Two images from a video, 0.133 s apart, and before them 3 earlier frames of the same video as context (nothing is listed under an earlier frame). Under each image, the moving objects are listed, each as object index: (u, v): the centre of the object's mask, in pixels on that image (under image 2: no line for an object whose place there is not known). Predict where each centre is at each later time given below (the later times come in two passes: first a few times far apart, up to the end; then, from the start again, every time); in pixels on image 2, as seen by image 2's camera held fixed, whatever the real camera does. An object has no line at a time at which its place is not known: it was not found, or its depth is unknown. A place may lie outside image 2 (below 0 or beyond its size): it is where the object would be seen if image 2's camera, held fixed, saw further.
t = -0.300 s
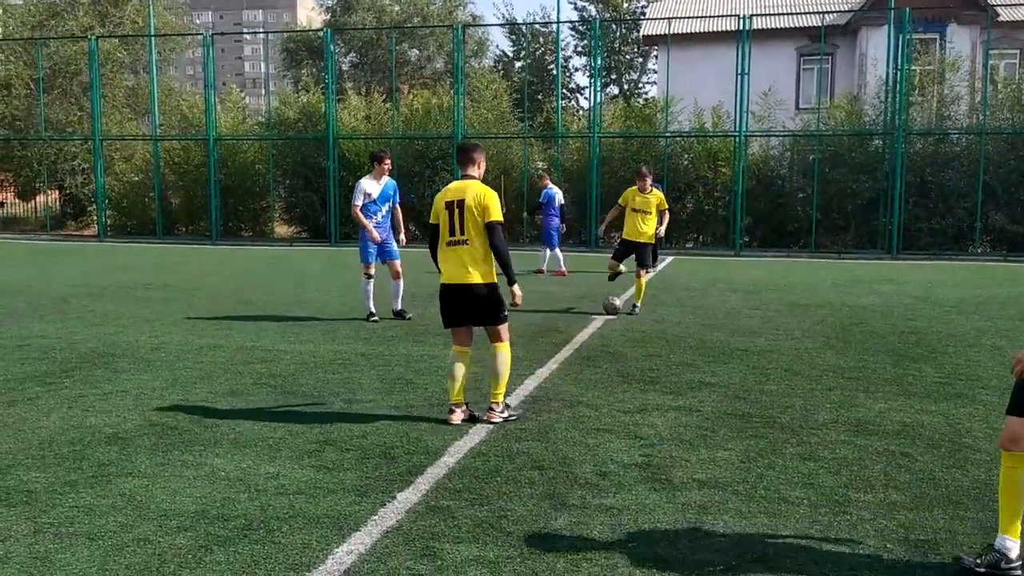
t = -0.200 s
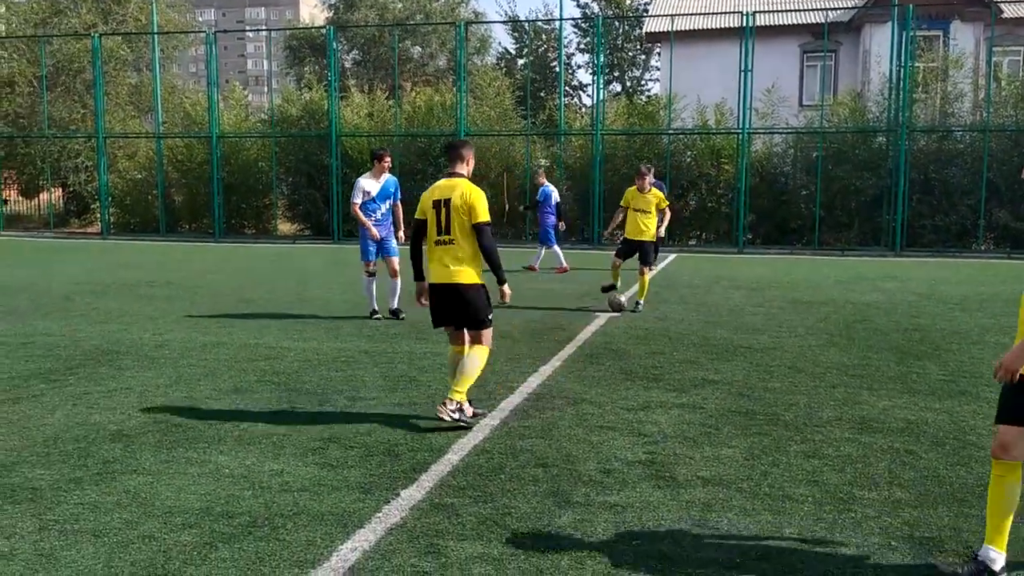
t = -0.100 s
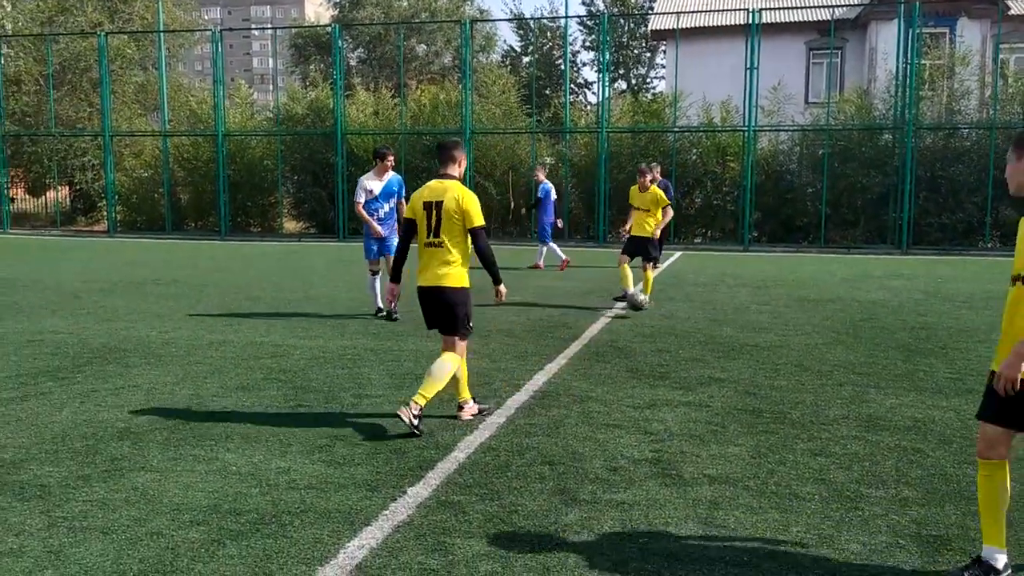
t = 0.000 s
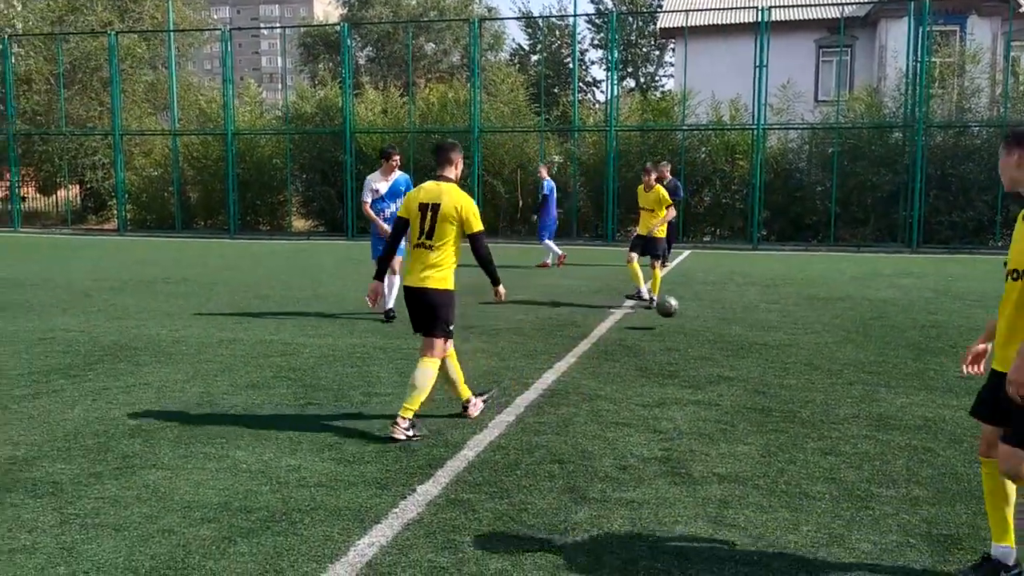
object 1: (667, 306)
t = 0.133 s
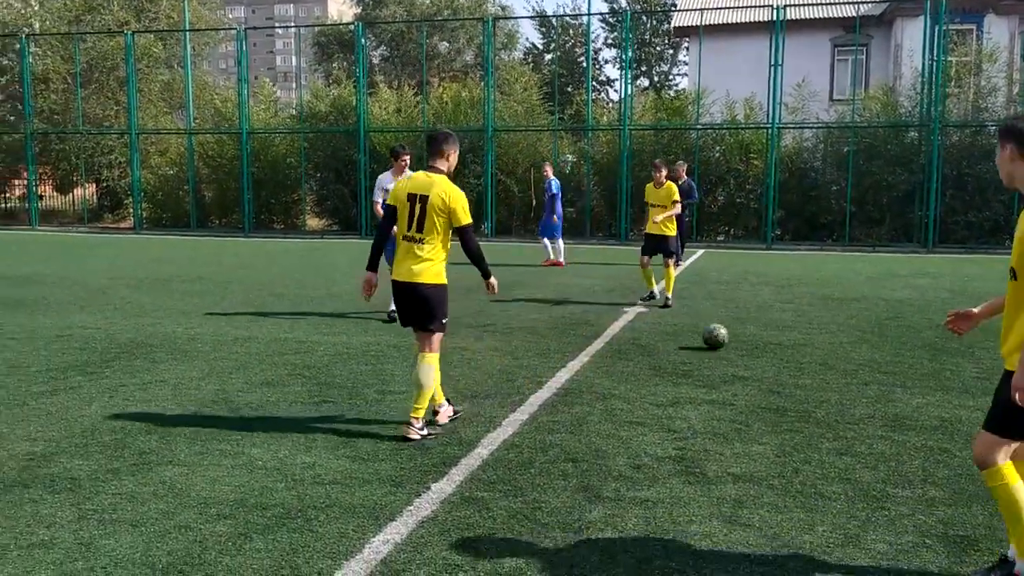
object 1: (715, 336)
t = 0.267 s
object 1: (751, 343)
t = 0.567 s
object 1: (862, 410)
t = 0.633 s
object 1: (895, 435)
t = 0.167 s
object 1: (724, 340)
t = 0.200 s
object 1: (732, 339)
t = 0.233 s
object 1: (741, 340)
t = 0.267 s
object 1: (751, 343)
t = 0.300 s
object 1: (760, 347)
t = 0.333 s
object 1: (770, 353)
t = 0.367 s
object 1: (781, 362)
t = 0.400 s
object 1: (792, 372)
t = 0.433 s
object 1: (805, 386)
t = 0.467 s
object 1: (817, 395)
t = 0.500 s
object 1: (831, 398)
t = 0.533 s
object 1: (845, 403)
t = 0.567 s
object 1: (862, 410)
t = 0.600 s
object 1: (878, 421)
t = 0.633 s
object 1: (895, 435)
